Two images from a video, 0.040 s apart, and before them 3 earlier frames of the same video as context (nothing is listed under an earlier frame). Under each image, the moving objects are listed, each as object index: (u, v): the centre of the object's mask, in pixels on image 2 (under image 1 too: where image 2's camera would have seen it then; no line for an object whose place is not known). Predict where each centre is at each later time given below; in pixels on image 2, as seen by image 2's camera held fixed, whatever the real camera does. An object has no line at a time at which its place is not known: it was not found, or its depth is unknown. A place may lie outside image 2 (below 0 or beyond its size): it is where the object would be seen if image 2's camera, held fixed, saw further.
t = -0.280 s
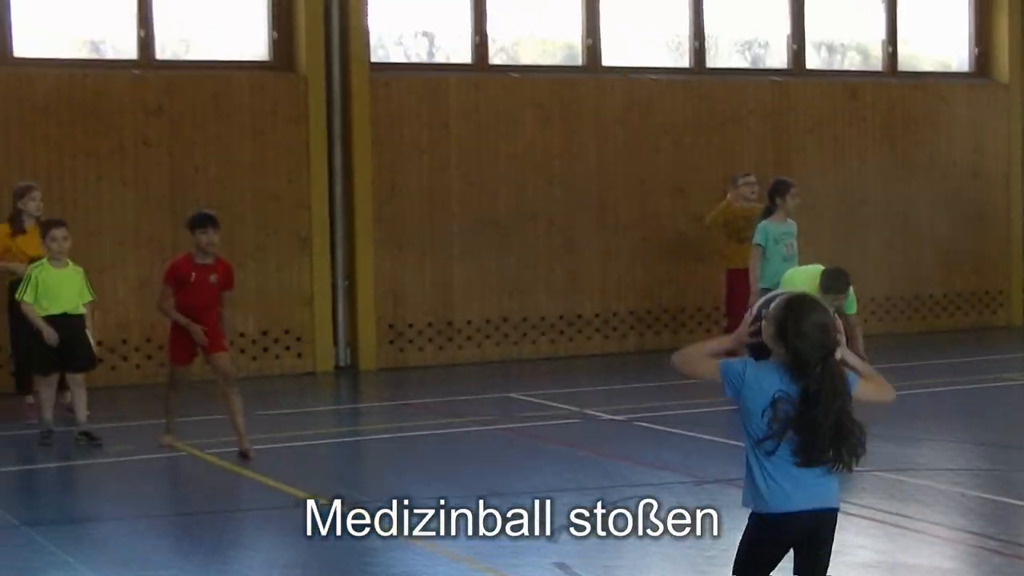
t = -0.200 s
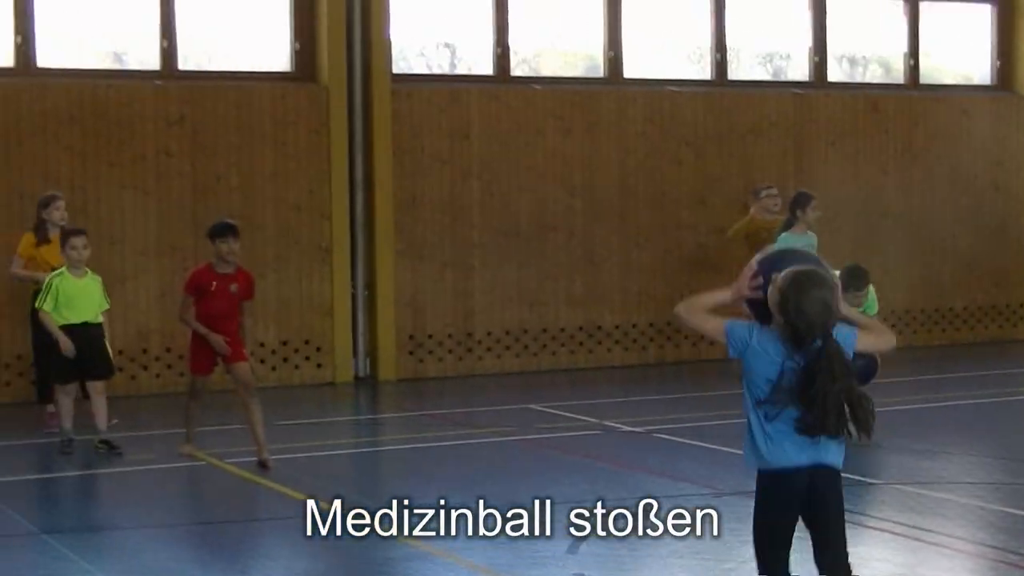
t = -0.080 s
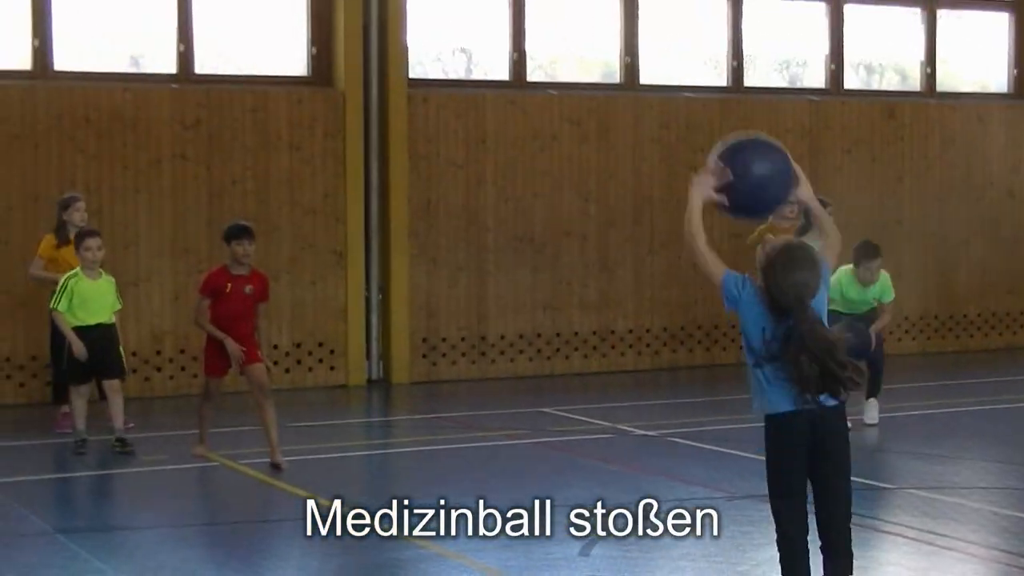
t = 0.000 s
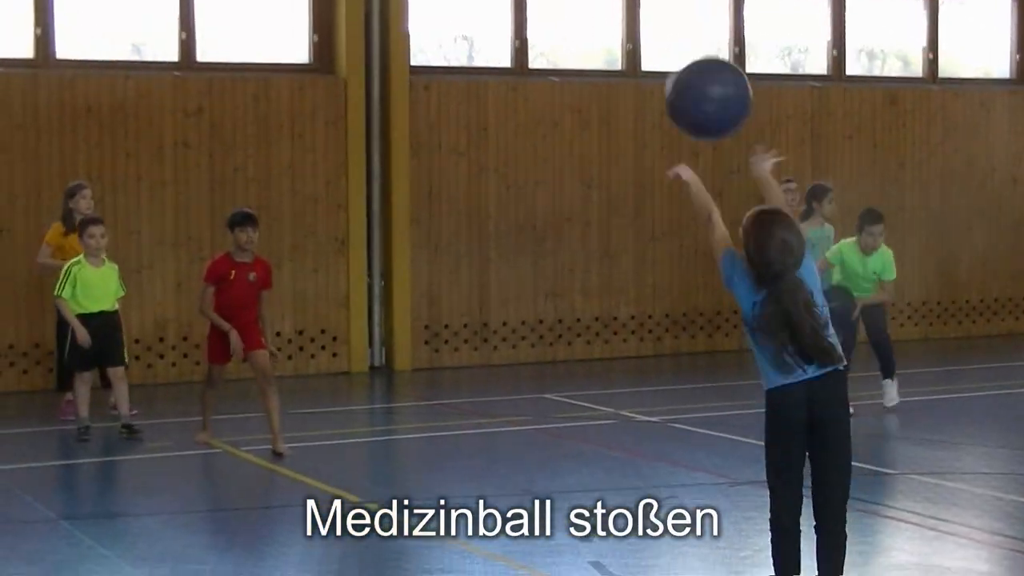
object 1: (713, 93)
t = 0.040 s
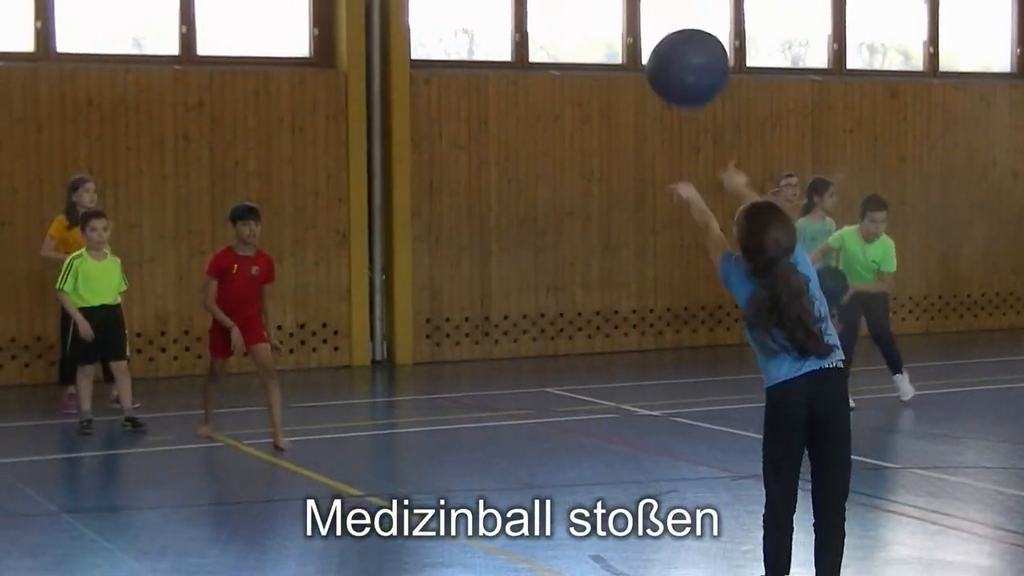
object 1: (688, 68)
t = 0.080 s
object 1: (665, 48)
